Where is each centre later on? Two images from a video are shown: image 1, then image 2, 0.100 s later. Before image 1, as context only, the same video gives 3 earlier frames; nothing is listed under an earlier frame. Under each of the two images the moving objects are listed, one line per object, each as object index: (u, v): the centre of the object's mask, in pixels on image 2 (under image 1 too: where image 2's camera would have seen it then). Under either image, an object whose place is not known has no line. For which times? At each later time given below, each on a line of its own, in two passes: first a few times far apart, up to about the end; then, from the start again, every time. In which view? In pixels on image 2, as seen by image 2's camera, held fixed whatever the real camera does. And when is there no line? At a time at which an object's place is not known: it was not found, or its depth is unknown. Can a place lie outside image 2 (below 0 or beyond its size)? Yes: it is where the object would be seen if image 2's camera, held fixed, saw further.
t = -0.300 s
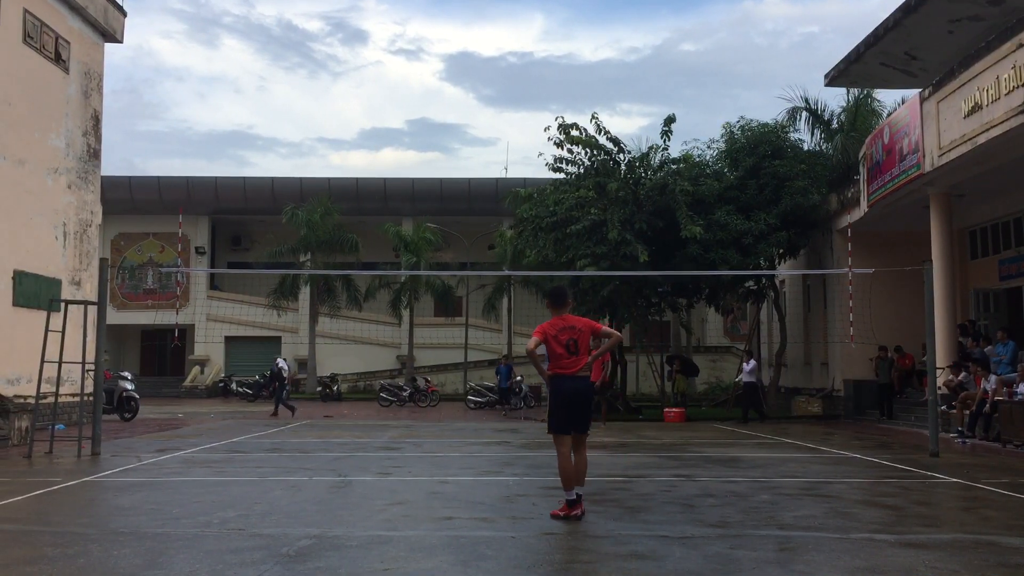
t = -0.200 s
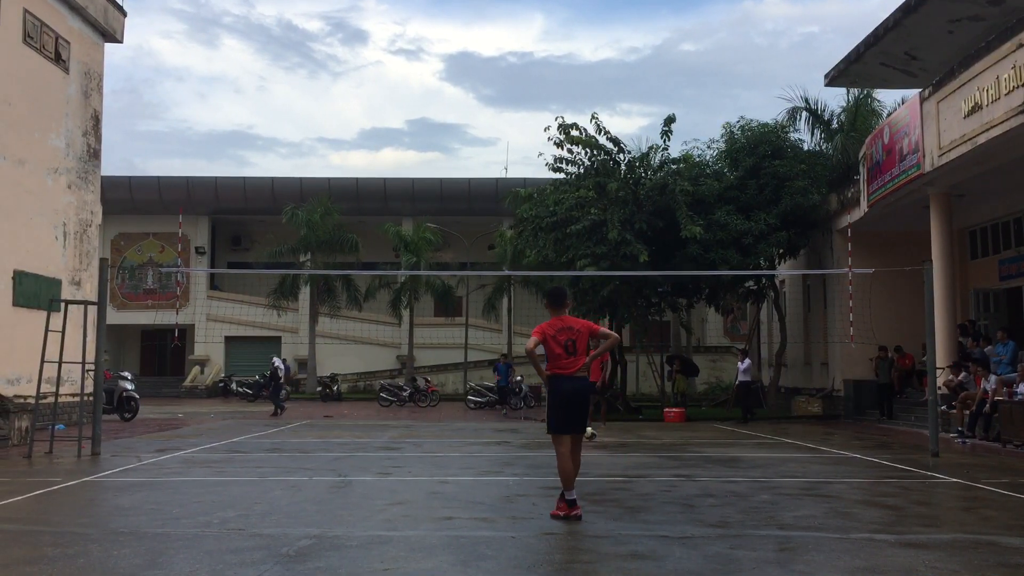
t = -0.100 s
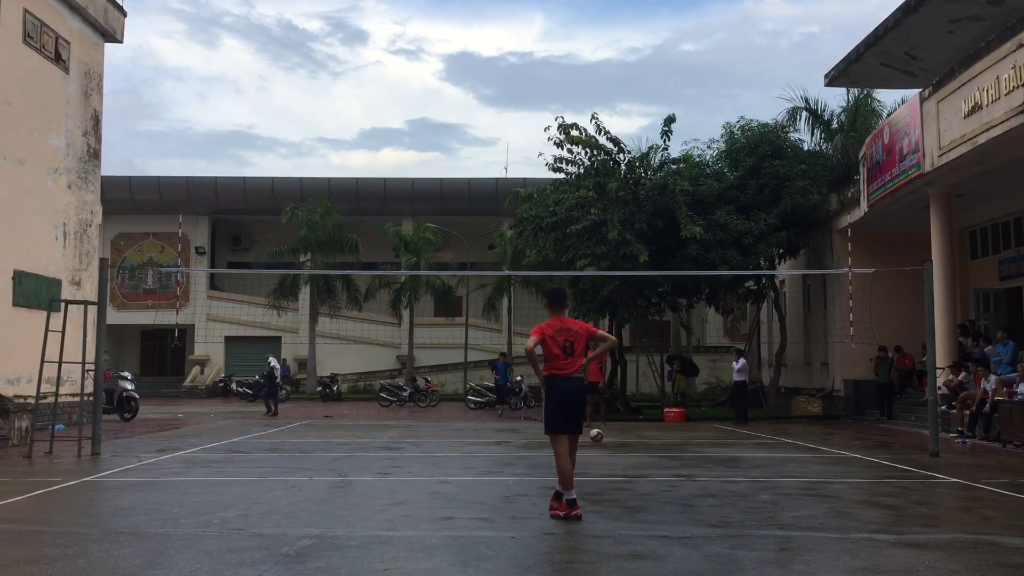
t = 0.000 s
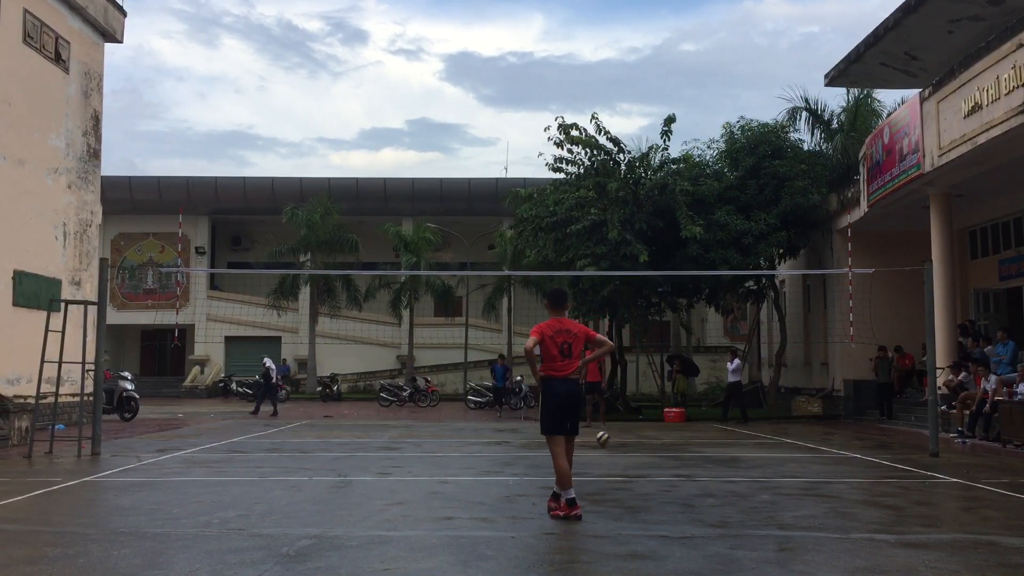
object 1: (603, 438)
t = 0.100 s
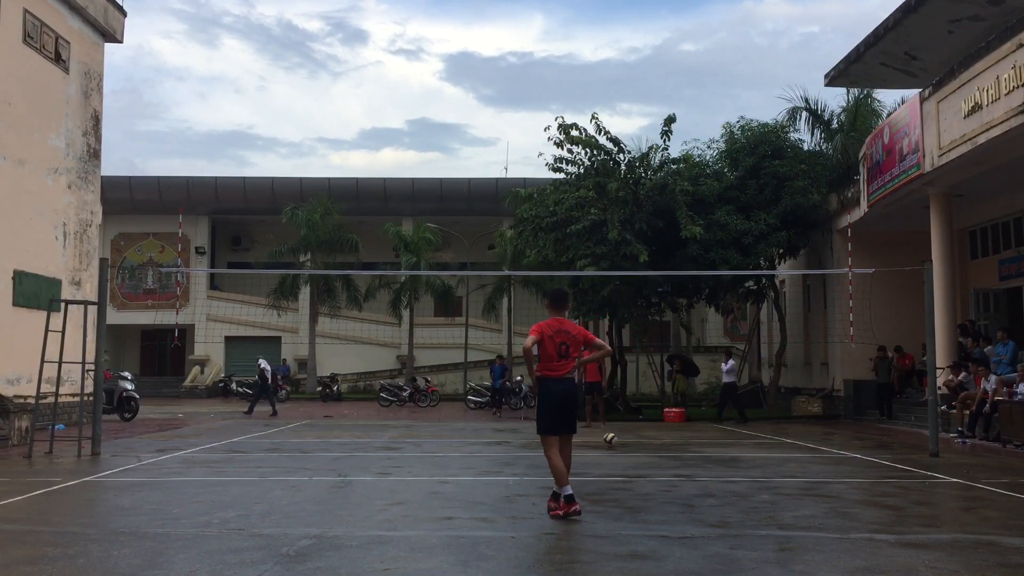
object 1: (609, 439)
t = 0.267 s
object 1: (623, 446)
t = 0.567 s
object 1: (651, 457)
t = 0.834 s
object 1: (682, 467)
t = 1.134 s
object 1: (726, 484)
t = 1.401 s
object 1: (778, 503)
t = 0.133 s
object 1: (613, 442)
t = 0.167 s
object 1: (616, 444)
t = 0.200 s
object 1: (618, 443)
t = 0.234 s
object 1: (620, 444)
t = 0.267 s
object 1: (623, 446)
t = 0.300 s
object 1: (627, 447)
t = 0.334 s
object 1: (629, 448)
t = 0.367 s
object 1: (632, 450)
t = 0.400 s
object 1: (635, 450)
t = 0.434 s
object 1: (638, 452)
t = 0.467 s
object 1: (641, 453)
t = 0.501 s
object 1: (644, 454)
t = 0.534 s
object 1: (648, 455)
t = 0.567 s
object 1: (651, 457)
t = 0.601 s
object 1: (655, 458)
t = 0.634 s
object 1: (659, 460)
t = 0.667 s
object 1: (662, 460)
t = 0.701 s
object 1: (665, 462)
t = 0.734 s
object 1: (670, 463)
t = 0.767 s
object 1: (674, 465)
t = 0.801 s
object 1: (678, 467)
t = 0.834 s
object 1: (682, 467)
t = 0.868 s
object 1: (687, 470)
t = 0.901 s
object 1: (691, 471)
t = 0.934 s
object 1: (696, 473)
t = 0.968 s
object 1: (700, 475)
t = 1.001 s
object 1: (705, 477)
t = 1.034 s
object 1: (711, 478)
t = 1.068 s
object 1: (715, 481)
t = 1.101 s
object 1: (721, 482)
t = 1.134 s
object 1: (726, 484)
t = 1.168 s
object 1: (732, 486)
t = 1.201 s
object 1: (738, 489)
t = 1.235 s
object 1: (744, 491)
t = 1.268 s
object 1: (750, 493)
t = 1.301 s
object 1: (757, 495)
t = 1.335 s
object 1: (763, 498)
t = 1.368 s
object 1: (770, 500)
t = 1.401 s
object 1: (778, 503)
